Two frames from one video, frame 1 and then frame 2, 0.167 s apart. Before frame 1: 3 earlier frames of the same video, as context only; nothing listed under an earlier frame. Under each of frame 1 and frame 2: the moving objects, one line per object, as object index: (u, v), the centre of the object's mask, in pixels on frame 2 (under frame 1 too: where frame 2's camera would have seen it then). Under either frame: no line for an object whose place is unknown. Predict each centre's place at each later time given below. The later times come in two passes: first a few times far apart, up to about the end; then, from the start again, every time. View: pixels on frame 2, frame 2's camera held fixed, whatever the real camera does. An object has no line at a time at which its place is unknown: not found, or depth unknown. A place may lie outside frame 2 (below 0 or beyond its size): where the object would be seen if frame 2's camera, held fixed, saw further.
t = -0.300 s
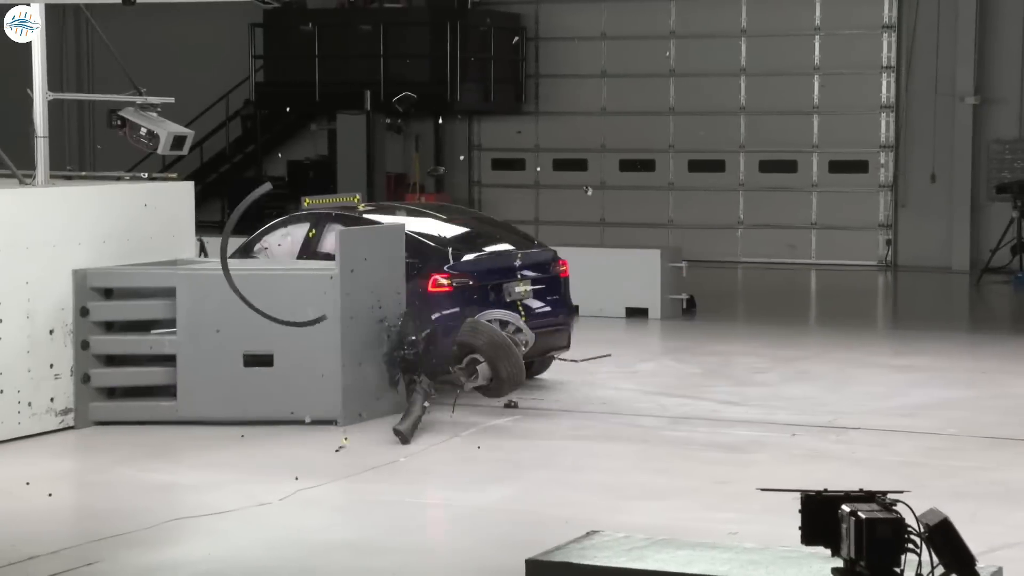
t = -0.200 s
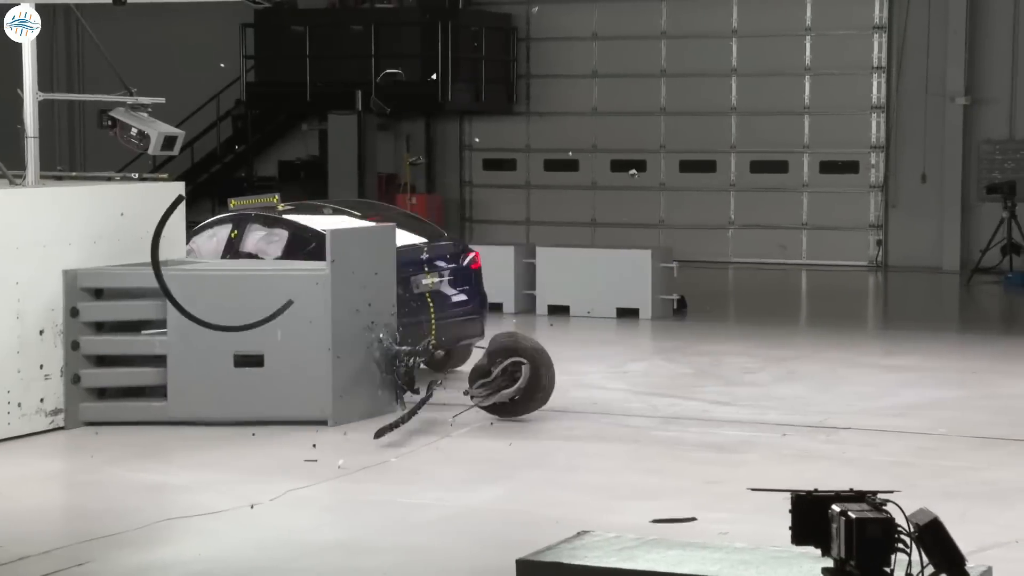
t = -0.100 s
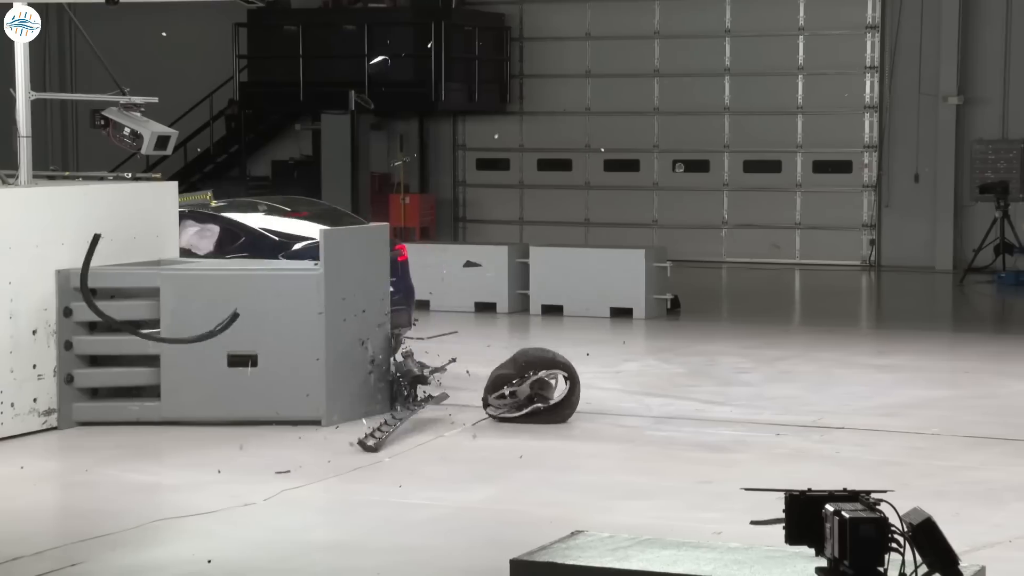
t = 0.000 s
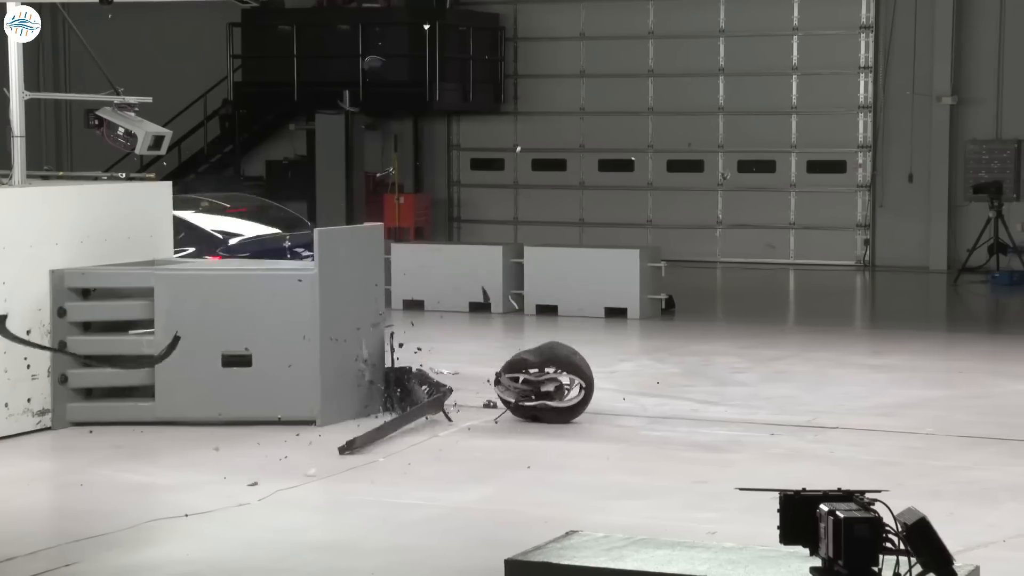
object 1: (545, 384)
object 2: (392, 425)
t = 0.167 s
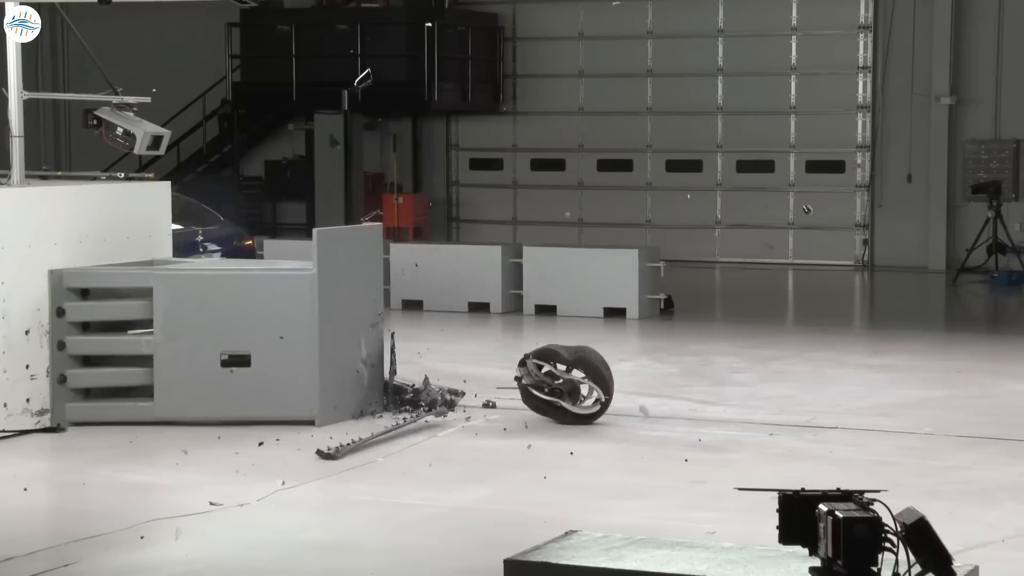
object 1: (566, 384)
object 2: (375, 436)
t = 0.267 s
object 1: (572, 382)
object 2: (374, 442)
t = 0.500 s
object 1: (575, 382)
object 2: (366, 441)
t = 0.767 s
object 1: (569, 380)
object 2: (358, 444)
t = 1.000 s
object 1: (562, 382)
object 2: (360, 443)
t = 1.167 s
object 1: (556, 382)
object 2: (359, 444)
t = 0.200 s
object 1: (568, 383)
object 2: (375, 439)
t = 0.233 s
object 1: (570, 382)
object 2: (373, 441)
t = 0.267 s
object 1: (572, 382)
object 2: (374, 442)
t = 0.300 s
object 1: (573, 382)
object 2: (373, 442)
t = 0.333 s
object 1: (574, 381)
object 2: (369, 442)
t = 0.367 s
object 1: (574, 381)
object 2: (368, 440)
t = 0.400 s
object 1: (575, 382)
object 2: (368, 440)
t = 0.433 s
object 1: (575, 382)
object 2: (367, 440)
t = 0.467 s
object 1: (575, 382)
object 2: (367, 441)
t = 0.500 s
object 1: (575, 382)
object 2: (366, 441)
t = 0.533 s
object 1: (575, 382)
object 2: (362, 443)
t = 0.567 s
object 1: (574, 382)
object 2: (360, 443)
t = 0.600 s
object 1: (573, 381)
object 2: (360, 444)
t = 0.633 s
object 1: (572, 380)
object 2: (359, 444)
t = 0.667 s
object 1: (571, 380)
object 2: (358, 445)
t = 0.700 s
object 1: (571, 380)
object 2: (357, 445)
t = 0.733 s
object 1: (569, 380)
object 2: (357, 445)
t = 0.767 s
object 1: (569, 380)
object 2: (358, 444)
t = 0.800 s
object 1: (568, 381)
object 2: (358, 444)
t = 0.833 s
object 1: (567, 381)
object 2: (359, 444)
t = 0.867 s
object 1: (566, 381)
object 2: (359, 443)
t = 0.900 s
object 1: (565, 381)
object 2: (359, 443)
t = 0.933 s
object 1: (564, 382)
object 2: (360, 443)
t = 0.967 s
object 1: (563, 382)
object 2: (360, 443)
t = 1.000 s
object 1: (562, 382)
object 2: (360, 443)
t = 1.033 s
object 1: (561, 382)
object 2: (360, 443)
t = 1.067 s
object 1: (559, 381)
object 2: (359, 443)
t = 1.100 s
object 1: (558, 382)
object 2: (359, 443)
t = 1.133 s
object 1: (557, 382)
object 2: (359, 443)
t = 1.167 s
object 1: (556, 382)
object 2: (359, 444)
